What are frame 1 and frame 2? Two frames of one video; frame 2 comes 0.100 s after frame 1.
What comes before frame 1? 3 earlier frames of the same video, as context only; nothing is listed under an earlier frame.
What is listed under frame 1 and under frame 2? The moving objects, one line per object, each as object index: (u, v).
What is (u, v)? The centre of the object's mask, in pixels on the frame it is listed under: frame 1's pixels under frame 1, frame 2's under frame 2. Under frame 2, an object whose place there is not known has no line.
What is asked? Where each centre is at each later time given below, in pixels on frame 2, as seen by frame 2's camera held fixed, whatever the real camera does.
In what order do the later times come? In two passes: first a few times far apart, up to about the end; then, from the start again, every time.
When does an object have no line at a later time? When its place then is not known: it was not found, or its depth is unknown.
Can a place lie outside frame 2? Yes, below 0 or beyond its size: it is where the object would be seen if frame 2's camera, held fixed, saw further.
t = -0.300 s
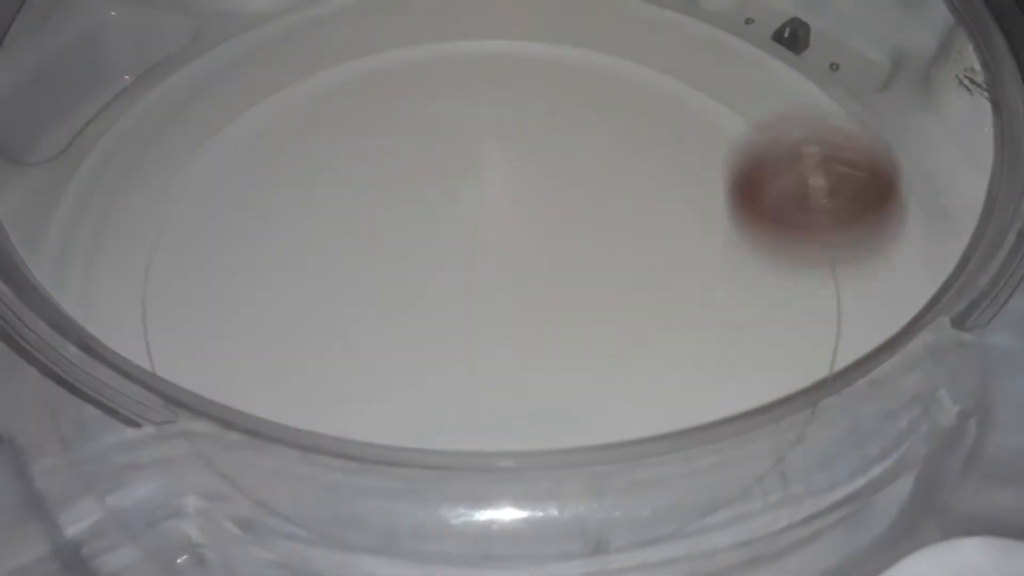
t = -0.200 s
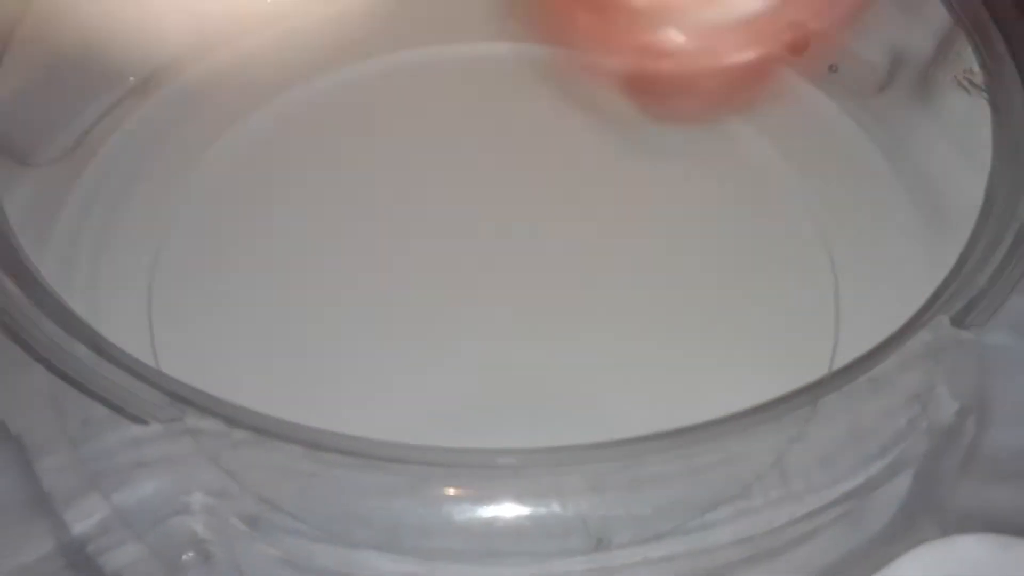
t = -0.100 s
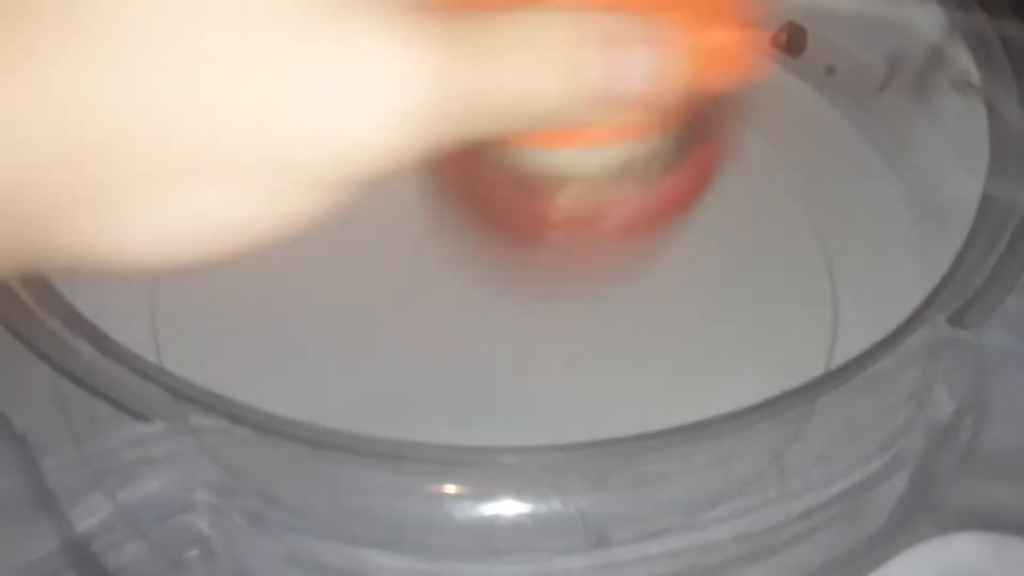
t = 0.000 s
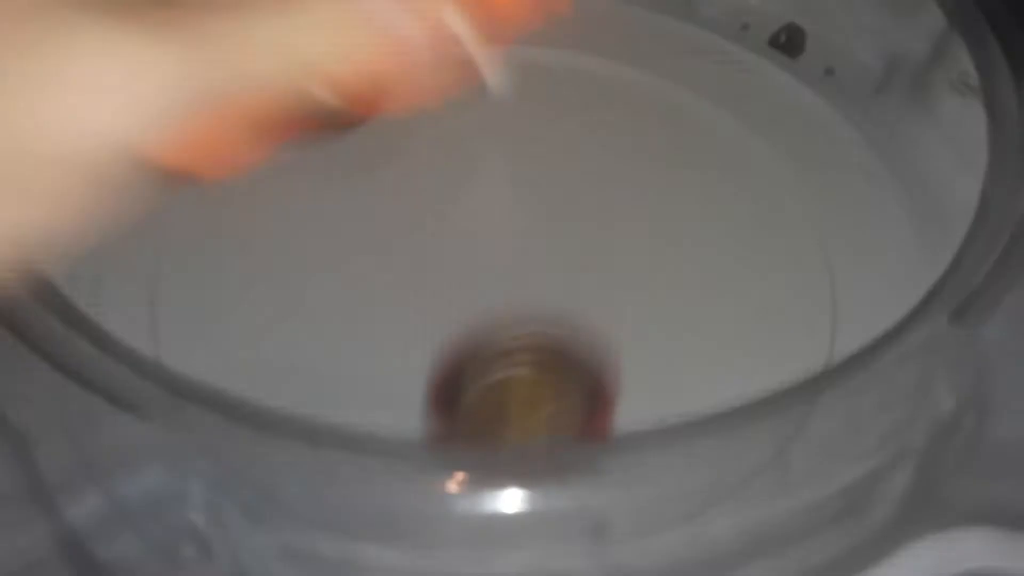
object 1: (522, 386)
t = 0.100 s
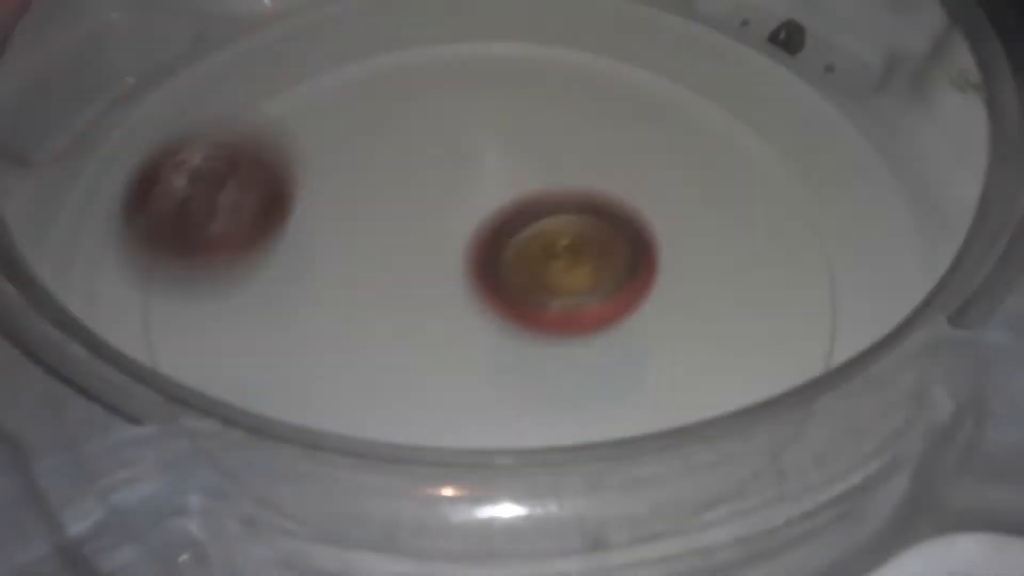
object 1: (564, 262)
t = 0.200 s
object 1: (579, 234)
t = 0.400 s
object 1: (448, 184)
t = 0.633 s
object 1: (291, 392)
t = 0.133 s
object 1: (574, 260)
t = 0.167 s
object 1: (580, 264)
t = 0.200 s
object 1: (579, 234)
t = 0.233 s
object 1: (575, 221)
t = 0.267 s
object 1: (564, 205)
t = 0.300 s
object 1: (543, 192)
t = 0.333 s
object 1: (517, 184)
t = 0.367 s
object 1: (484, 181)
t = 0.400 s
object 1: (448, 184)
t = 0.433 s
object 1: (410, 195)
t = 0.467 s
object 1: (374, 212)
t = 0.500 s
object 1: (339, 237)
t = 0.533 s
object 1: (309, 271)
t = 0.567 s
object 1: (289, 309)
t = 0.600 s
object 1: (285, 346)
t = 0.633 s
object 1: (291, 392)
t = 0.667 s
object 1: (321, 452)
